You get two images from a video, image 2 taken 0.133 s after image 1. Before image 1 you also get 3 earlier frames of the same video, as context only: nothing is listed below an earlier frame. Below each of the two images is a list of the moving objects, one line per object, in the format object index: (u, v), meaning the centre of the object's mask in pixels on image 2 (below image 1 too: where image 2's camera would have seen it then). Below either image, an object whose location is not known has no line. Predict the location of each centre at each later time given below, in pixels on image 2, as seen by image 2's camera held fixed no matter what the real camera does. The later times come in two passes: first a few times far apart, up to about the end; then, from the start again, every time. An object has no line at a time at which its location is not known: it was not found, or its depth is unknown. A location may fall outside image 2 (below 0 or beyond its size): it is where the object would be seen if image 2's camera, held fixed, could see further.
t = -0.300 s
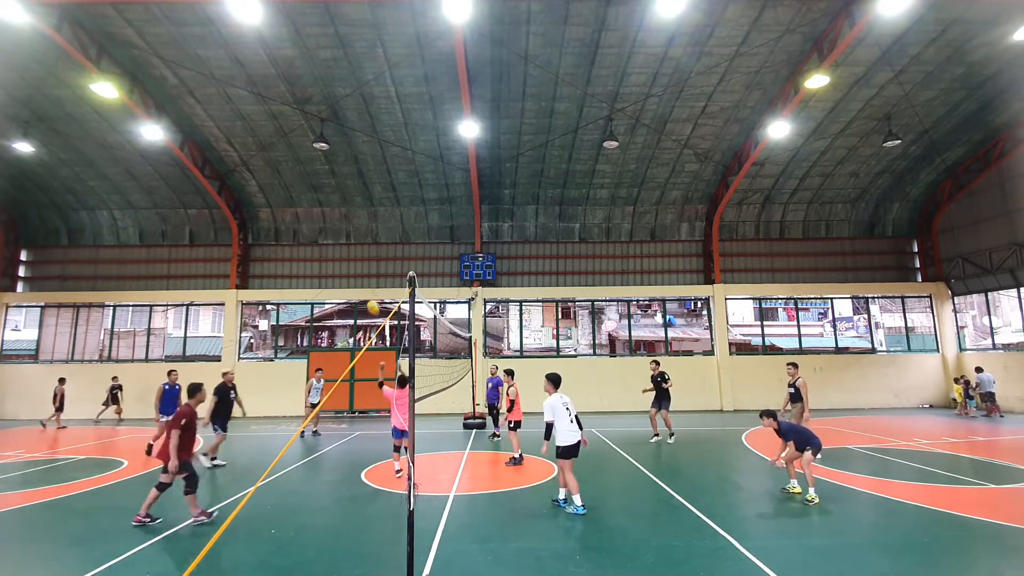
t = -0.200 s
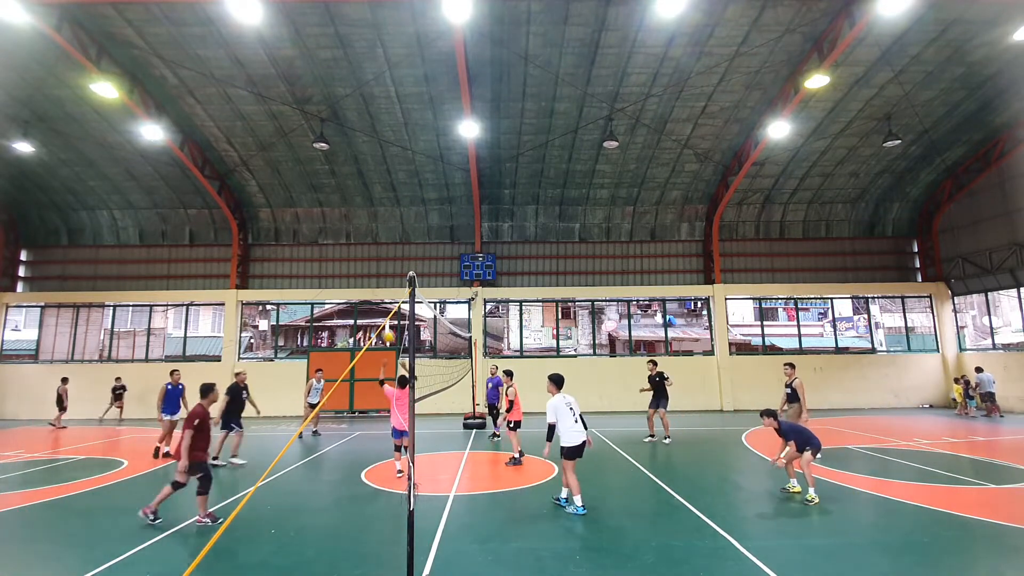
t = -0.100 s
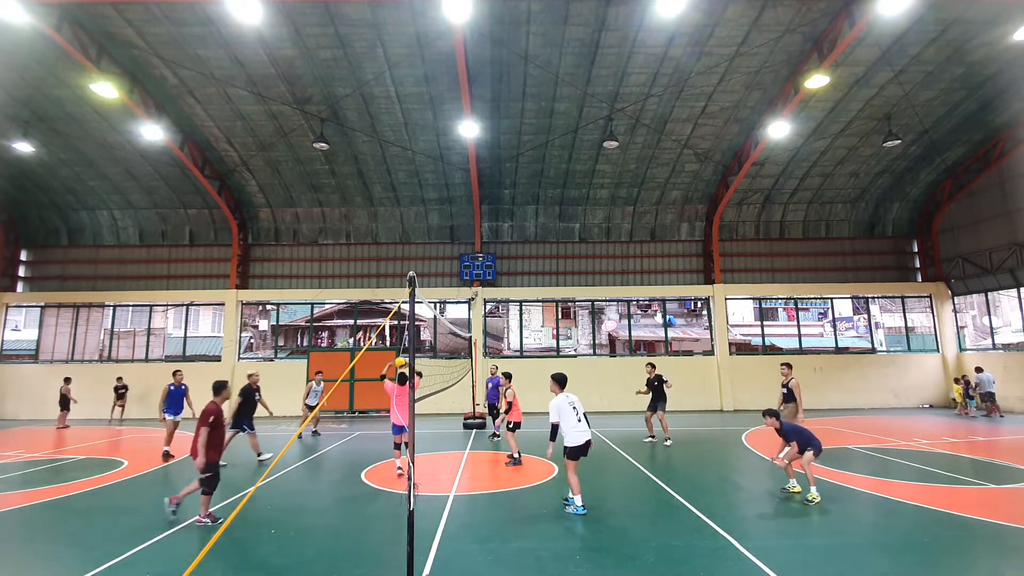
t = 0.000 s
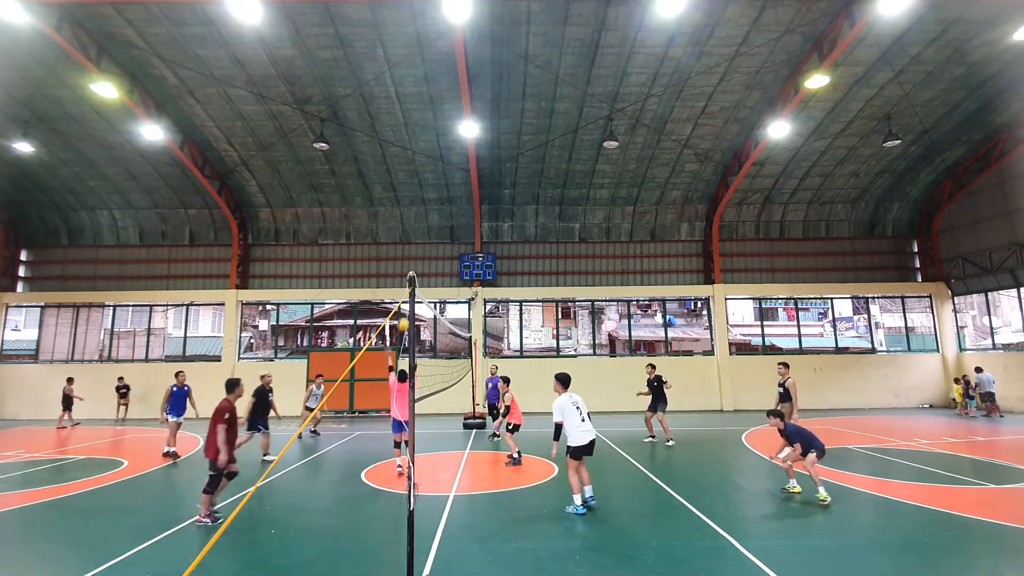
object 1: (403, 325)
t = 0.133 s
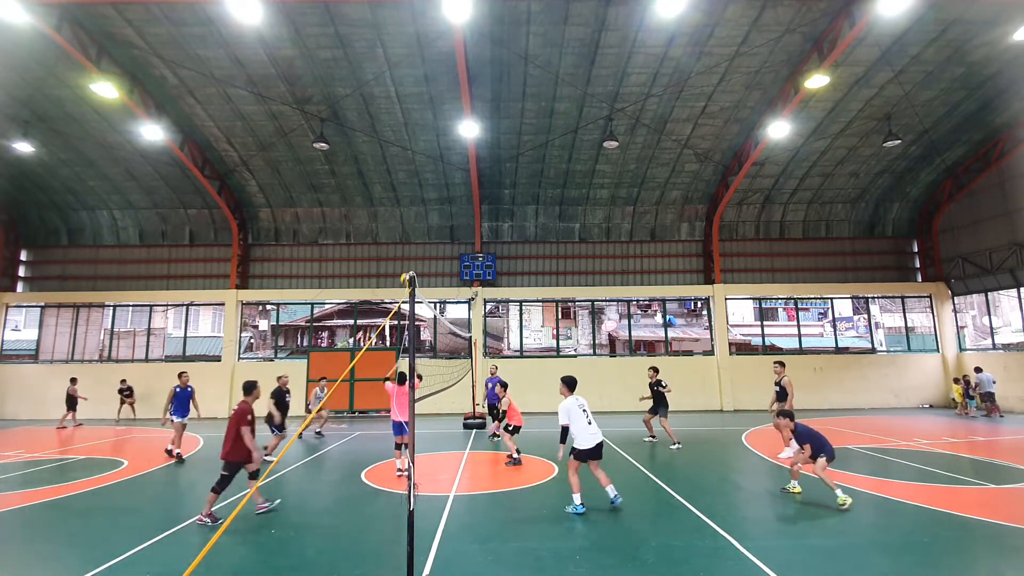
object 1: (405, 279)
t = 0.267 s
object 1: (409, 248)
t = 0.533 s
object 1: (415, 218)
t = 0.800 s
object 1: (421, 223)
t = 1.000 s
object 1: (424, 247)
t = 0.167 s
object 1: (406, 269)
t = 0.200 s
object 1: (408, 262)
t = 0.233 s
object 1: (408, 255)
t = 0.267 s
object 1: (409, 248)
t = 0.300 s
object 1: (410, 242)
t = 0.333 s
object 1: (411, 237)
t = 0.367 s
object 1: (412, 232)
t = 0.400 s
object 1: (413, 228)
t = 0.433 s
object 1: (413, 224)
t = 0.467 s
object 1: (414, 221)
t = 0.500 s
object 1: (415, 219)
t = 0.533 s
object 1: (415, 218)
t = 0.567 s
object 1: (416, 217)
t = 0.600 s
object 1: (417, 216)
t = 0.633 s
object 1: (417, 216)
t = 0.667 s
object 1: (418, 216)
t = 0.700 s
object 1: (419, 217)
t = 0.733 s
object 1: (419, 219)
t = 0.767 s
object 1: (420, 221)
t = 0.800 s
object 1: (421, 223)
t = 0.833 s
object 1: (421, 226)
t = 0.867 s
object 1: (422, 229)
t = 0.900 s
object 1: (422, 233)
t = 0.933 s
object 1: (423, 237)
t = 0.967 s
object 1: (423, 242)
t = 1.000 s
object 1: (424, 247)
